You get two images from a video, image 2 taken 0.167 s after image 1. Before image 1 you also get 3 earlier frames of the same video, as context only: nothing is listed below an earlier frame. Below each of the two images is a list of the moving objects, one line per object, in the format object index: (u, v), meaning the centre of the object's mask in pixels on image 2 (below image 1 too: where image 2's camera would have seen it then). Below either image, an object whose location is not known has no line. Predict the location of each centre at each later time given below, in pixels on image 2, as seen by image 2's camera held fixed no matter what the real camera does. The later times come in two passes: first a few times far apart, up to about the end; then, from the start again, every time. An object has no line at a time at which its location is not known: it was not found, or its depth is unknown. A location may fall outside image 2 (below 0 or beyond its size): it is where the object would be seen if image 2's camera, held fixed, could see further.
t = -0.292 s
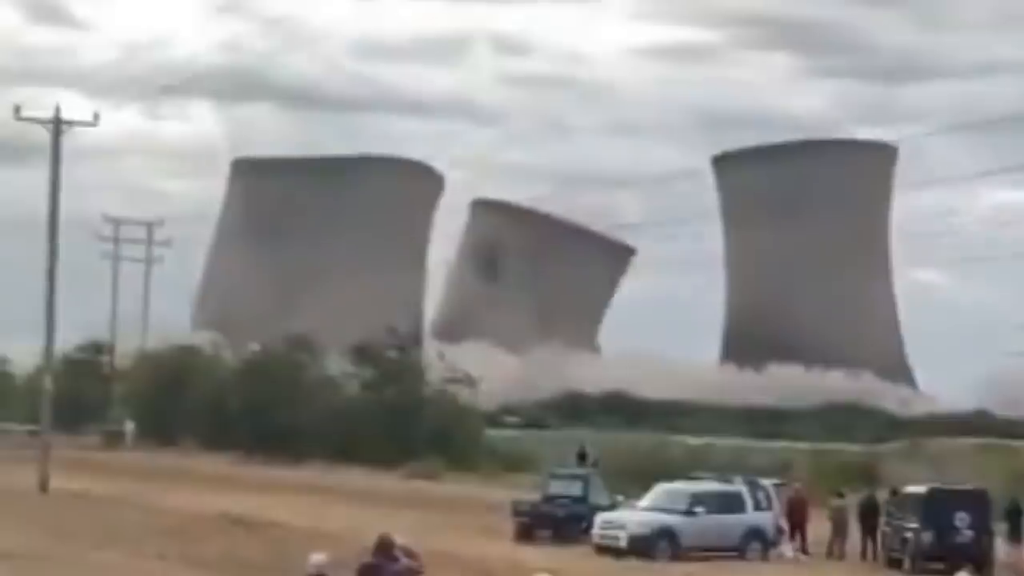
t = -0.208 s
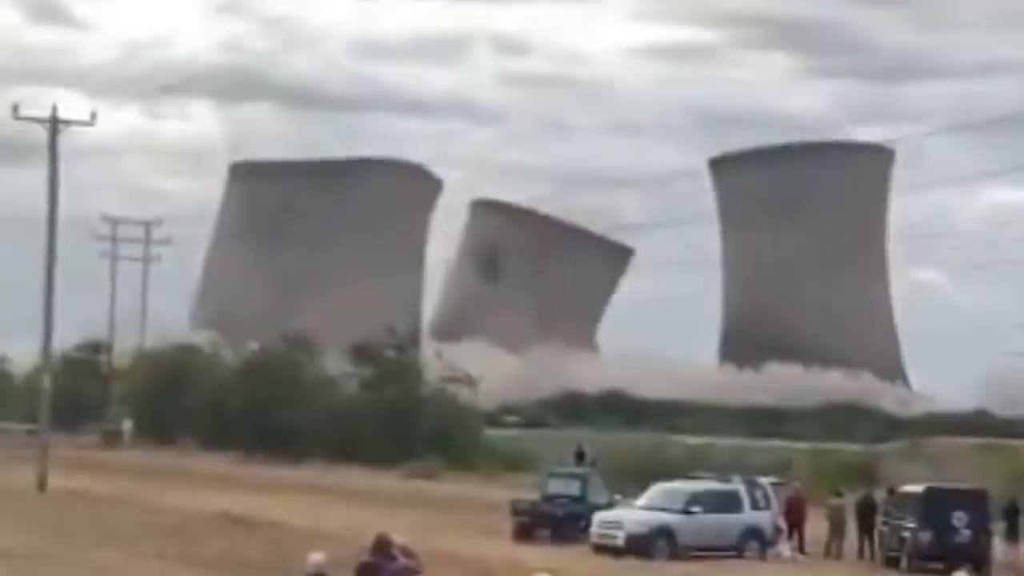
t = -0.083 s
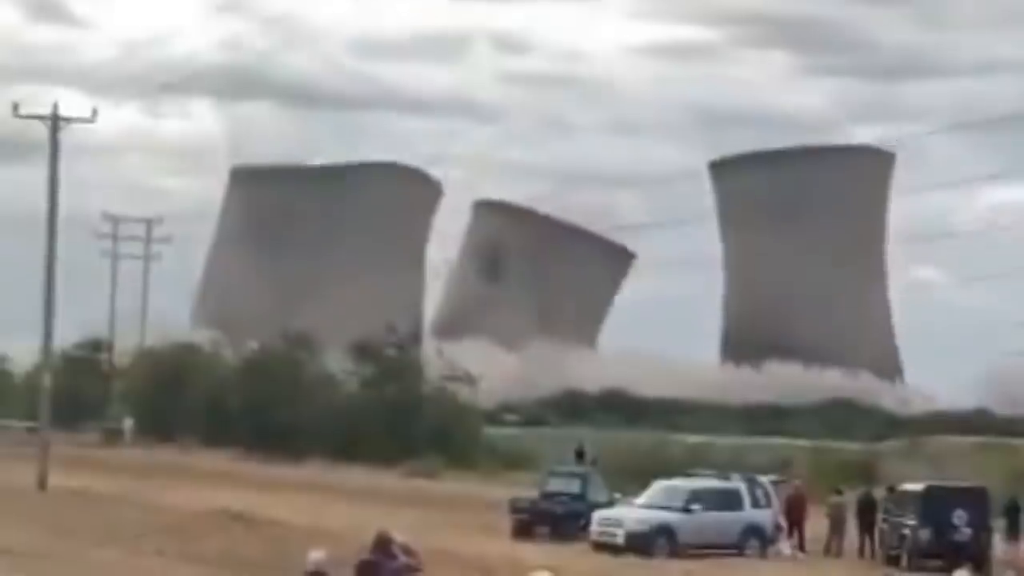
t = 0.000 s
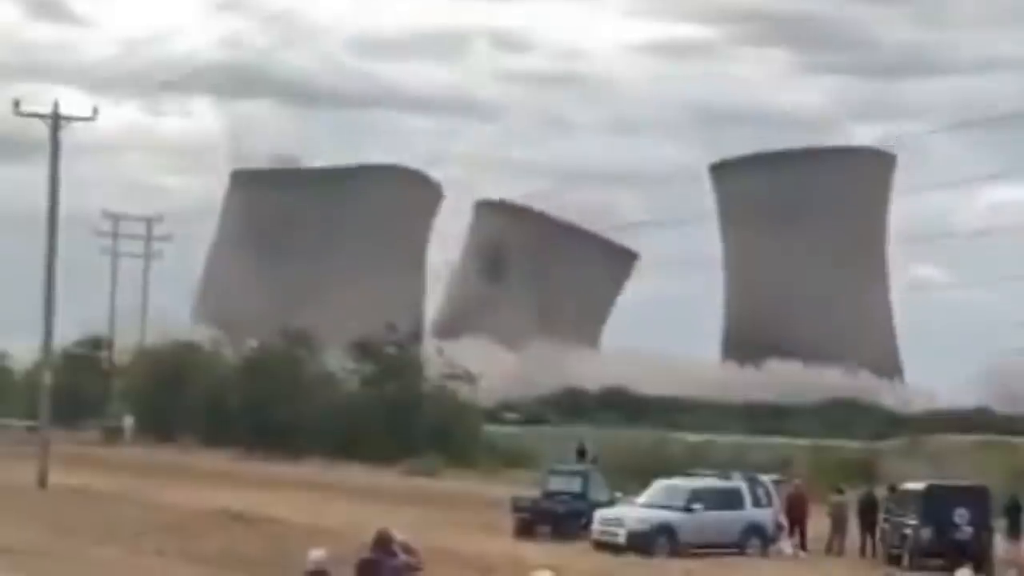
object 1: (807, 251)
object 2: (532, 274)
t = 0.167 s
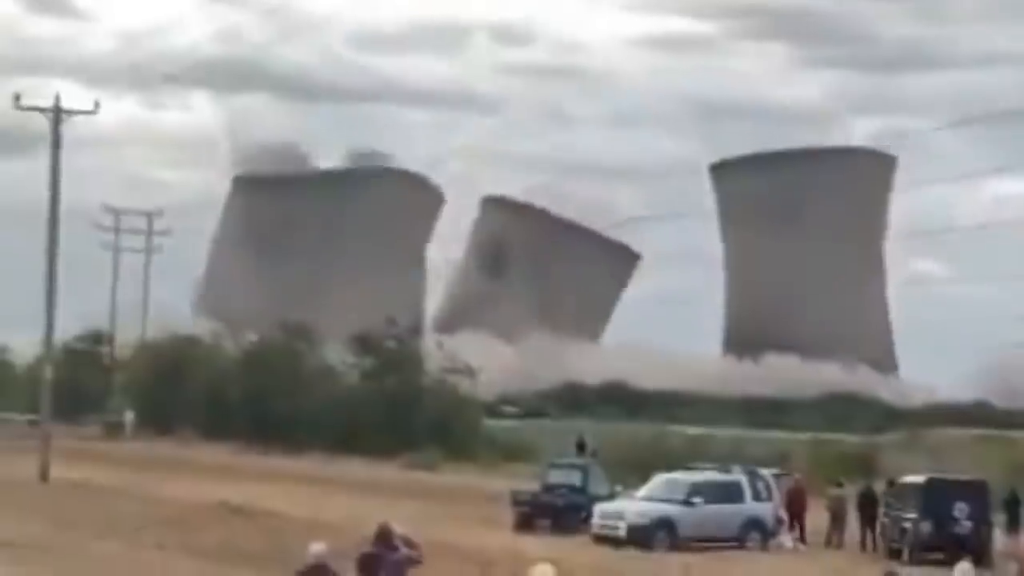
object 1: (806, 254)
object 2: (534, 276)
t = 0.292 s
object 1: (805, 256)
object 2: (537, 277)
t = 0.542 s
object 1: (804, 260)
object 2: (541, 281)
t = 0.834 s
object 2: (547, 286)
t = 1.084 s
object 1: (802, 267)
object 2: (551, 291)
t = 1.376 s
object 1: (797, 267)
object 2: (557, 296)
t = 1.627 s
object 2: (562, 301)
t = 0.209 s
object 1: (806, 255)
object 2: (535, 277)
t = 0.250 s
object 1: (806, 255)
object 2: (534, 277)
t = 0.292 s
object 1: (805, 256)
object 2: (537, 277)
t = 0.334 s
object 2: (538, 279)
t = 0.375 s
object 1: (805, 257)
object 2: (538, 279)
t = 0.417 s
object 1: (805, 258)
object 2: (539, 280)
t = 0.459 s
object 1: (806, 258)
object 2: (540, 280)
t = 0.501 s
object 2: (540, 280)
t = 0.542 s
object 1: (804, 260)
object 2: (541, 281)
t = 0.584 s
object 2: (542, 282)
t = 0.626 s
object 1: (804, 261)
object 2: (543, 283)
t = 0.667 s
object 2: (543, 283)
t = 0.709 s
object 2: (544, 283)
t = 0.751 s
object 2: (546, 285)
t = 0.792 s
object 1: (803, 263)
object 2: (546, 285)
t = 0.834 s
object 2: (547, 286)
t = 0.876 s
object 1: (803, 265)
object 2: (547, 286)
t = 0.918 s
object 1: (803, 265)
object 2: (548, 287)
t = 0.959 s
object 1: (802, 266)
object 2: (549, 288)
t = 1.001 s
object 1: (802, 266)
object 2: (549, 289)
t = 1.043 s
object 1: (802, 267)
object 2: (551, 290)
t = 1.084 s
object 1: (802, 267)
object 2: (551, 291)
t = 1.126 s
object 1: (802, 268)
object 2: (552, 291)
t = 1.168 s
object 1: (801, 269)
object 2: (553, 293)
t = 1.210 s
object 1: (800, 268)
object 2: (555, 293)
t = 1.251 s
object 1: (799, 267)
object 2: (555, 294)
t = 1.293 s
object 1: (798, 267)
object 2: (555, 294)
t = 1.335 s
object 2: (556, 294)
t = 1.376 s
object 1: (797, 267)
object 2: (557, 296)
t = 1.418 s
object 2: (557, 297)
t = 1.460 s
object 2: (559, 298)
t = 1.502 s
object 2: (559, 298)
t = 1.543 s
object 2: (559, 299)
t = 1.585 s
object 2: (561, 301)
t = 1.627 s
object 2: (562, 301)
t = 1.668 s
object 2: (563, 302)
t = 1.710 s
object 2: (563, 303)
